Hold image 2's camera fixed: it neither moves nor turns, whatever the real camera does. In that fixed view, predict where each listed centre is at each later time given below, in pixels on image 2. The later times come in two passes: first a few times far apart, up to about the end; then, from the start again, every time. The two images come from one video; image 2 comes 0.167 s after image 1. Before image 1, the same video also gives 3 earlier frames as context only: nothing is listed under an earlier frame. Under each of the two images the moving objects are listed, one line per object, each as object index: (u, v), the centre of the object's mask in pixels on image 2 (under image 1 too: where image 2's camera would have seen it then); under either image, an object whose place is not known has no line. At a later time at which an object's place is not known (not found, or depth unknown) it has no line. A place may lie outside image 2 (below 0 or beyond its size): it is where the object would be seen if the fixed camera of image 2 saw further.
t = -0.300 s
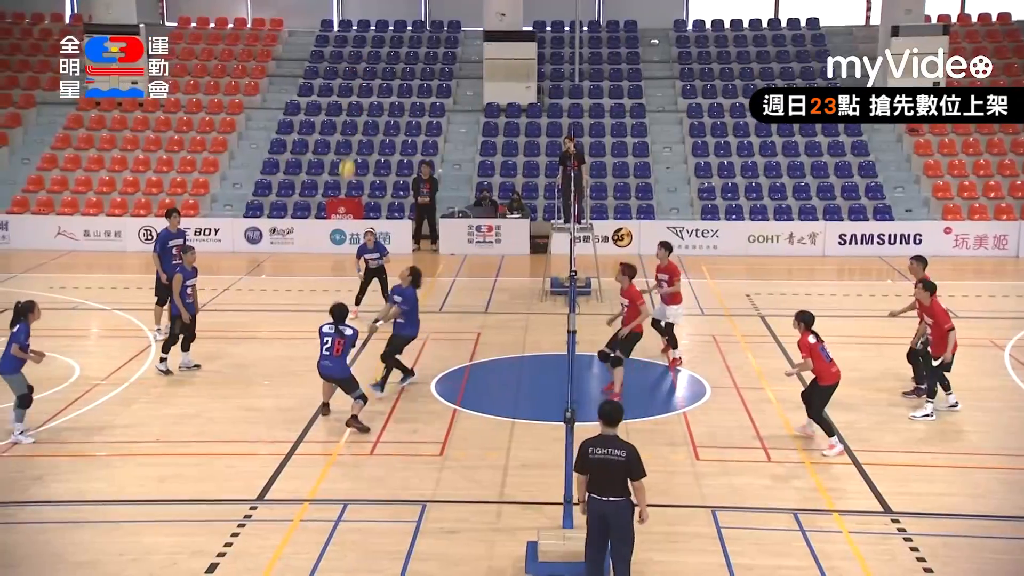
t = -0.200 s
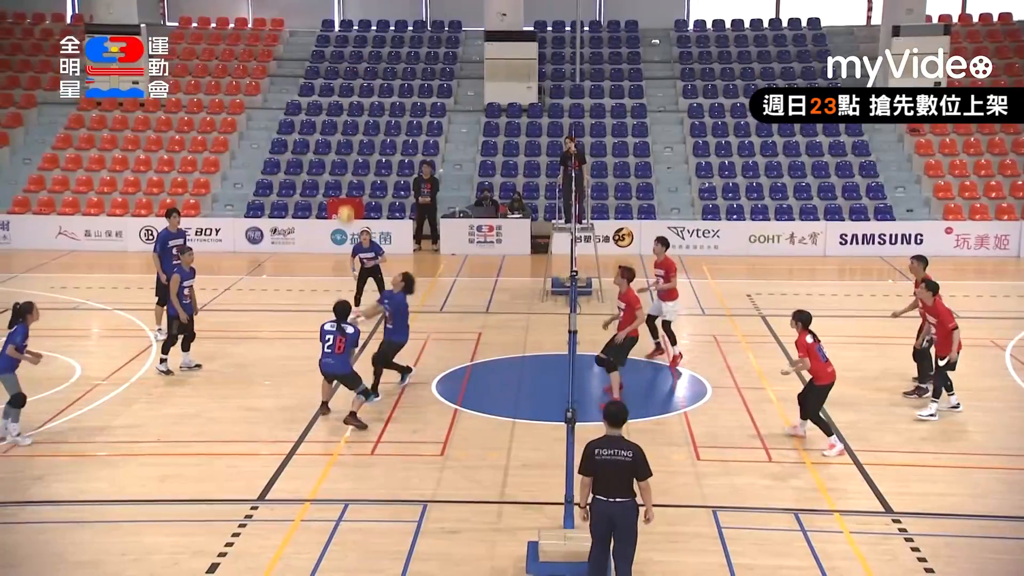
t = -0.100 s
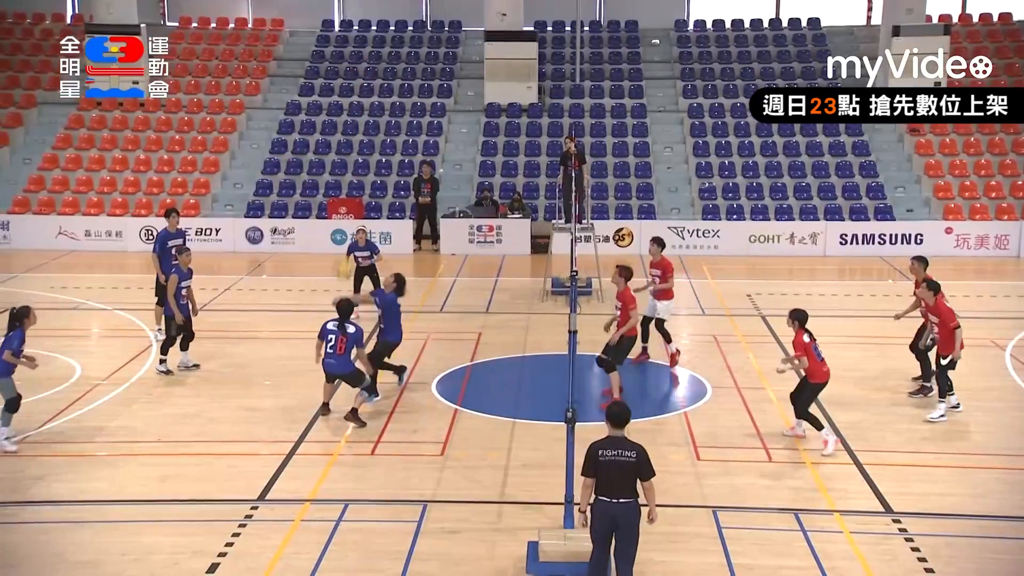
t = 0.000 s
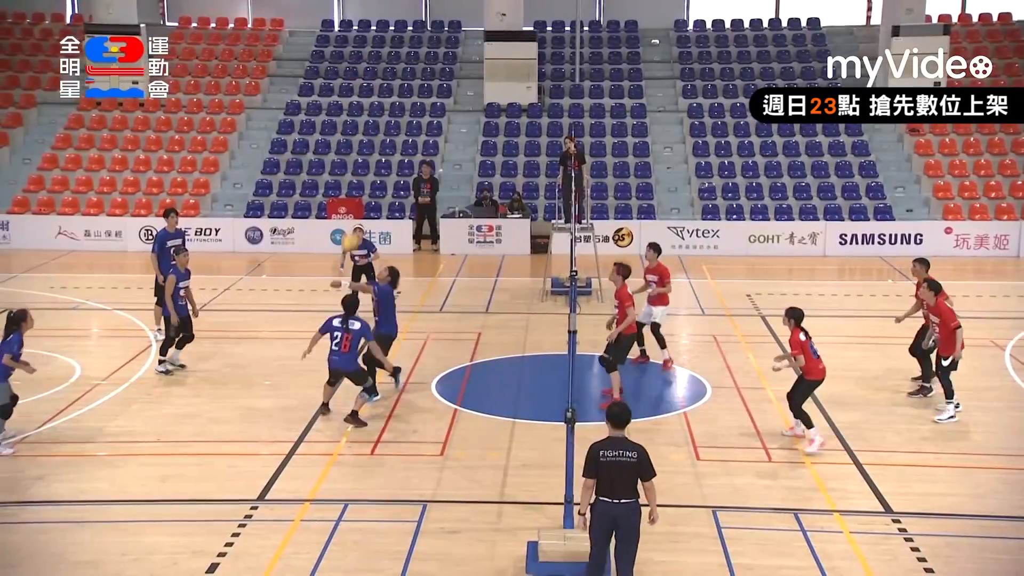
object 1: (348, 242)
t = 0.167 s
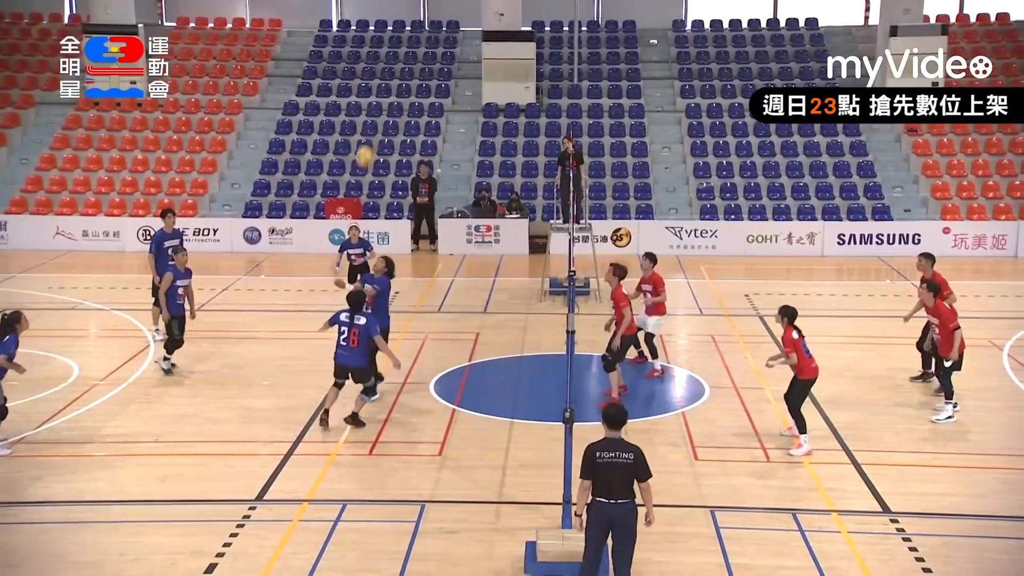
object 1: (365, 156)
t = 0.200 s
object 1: (368, 142)
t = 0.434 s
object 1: (395, 60)
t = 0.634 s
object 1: (418, 27)
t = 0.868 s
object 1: (447, 34)
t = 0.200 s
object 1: (368, 142)
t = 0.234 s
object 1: (372, 127)
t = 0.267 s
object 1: (376, 112)
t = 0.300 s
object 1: (379, 100)
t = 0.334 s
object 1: (384, 89)
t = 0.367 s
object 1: (388, 78)
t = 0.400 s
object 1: (390, 69)
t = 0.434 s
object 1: (395, 60)
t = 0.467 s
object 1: (399, 52)
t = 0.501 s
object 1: (403, 45)
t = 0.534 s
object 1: (407, 40)
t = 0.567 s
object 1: (411, 34)
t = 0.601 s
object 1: (415, 31)
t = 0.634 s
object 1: (418, 27)
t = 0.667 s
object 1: (423, 25)
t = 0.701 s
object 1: (427, 25)
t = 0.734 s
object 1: (431, 24)
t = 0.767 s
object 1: (435, 26)
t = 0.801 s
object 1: (439, 28)
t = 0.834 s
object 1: (443, 31)
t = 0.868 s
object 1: (447, 34)
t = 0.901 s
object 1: (451, 39)
